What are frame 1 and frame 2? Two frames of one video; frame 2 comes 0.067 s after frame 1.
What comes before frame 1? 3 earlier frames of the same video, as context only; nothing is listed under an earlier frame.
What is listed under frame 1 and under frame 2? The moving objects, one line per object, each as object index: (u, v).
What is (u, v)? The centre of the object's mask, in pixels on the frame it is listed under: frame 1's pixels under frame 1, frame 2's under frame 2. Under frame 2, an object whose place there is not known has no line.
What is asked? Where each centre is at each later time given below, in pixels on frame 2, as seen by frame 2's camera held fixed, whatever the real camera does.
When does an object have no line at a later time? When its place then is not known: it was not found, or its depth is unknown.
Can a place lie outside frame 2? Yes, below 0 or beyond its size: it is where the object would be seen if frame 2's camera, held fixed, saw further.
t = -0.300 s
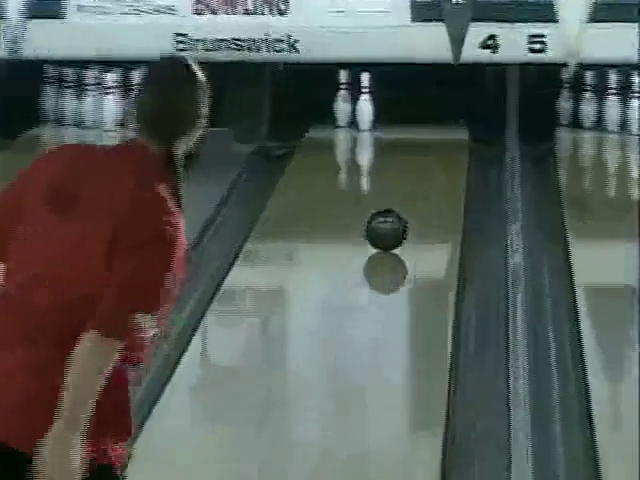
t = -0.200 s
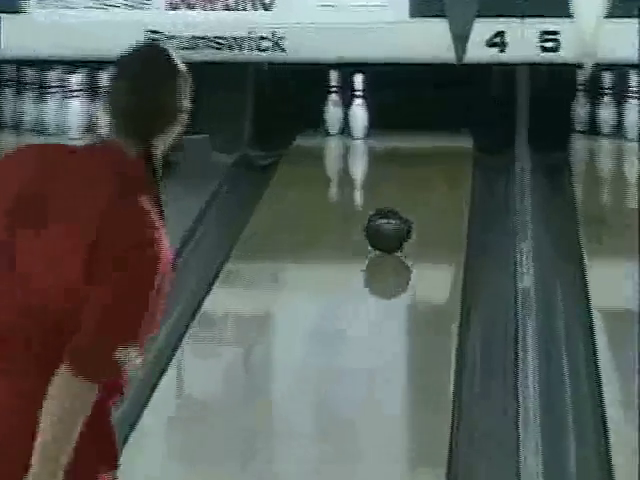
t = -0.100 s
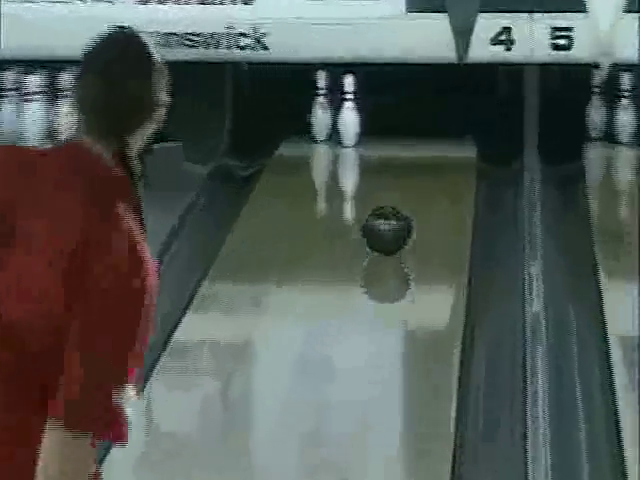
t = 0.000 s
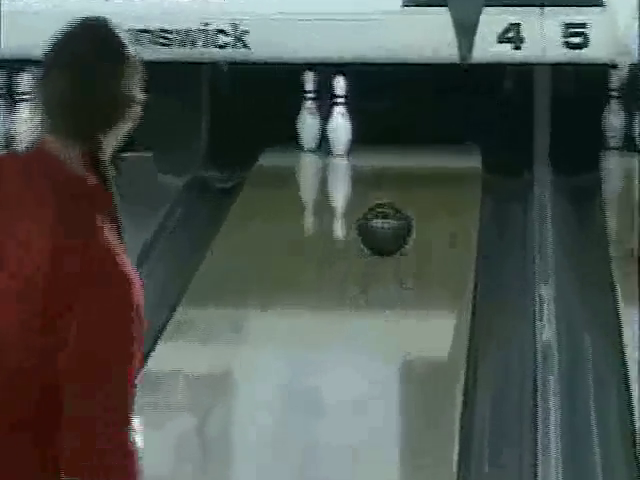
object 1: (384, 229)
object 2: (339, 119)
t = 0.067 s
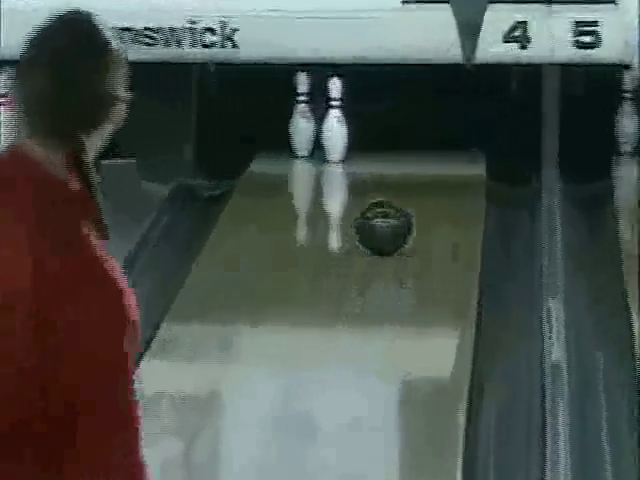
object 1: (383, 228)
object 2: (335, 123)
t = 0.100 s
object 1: (383, 222)
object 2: (334, 125)
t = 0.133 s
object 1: (382, 218)
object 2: (333, 126)
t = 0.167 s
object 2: (332, 127)
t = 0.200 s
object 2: (332, 128)
